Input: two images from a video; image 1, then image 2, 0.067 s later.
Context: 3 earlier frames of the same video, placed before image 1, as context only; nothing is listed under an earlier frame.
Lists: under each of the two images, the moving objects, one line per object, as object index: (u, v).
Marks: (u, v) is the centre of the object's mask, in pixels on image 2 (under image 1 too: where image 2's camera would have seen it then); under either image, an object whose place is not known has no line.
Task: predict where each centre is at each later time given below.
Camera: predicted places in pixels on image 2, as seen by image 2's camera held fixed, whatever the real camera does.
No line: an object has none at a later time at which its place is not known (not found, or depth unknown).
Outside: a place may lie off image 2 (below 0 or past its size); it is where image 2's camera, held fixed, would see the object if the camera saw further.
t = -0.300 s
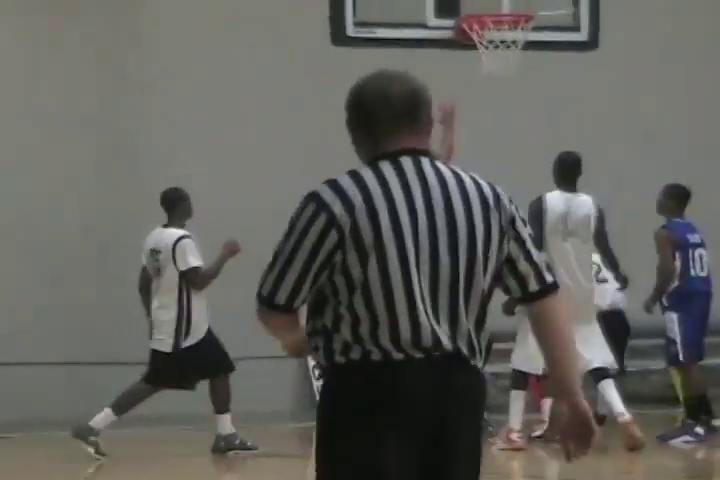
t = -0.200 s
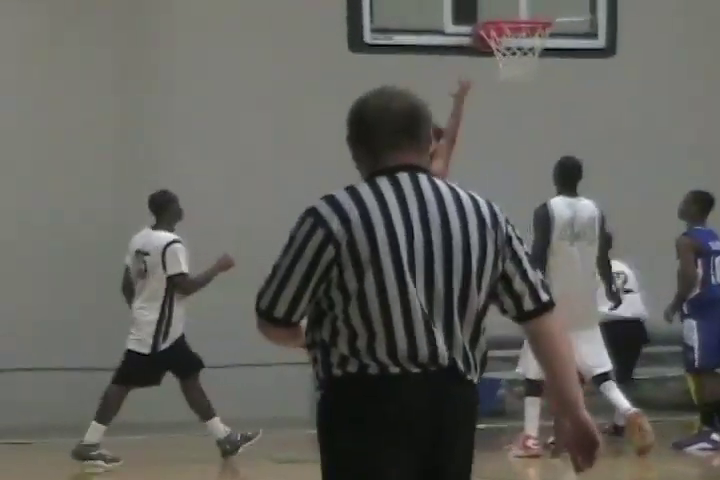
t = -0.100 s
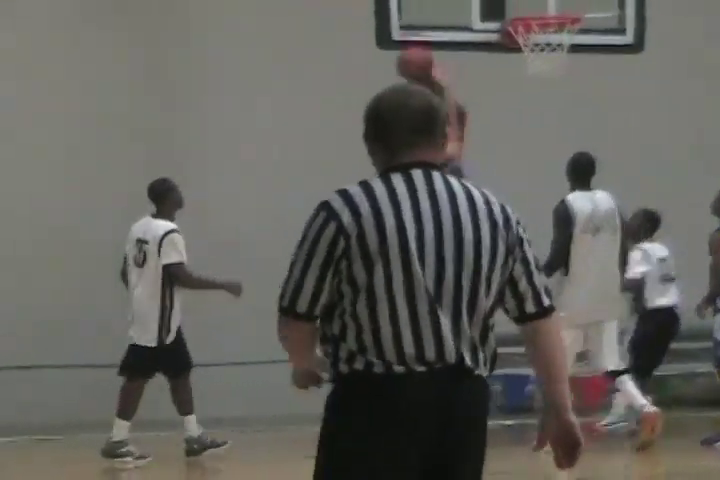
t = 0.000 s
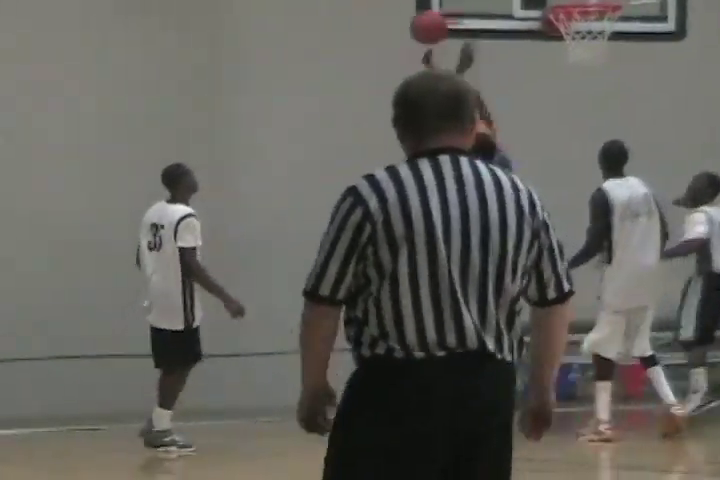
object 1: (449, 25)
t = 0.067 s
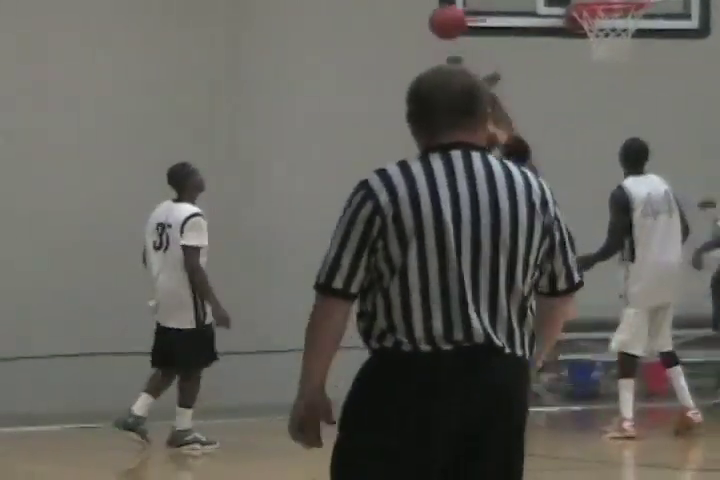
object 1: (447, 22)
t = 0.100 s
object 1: (447, 23)
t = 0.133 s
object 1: (445, 26)
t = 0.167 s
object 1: (445, 29)
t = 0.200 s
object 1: (444, 35)
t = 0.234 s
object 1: (444, 41)
